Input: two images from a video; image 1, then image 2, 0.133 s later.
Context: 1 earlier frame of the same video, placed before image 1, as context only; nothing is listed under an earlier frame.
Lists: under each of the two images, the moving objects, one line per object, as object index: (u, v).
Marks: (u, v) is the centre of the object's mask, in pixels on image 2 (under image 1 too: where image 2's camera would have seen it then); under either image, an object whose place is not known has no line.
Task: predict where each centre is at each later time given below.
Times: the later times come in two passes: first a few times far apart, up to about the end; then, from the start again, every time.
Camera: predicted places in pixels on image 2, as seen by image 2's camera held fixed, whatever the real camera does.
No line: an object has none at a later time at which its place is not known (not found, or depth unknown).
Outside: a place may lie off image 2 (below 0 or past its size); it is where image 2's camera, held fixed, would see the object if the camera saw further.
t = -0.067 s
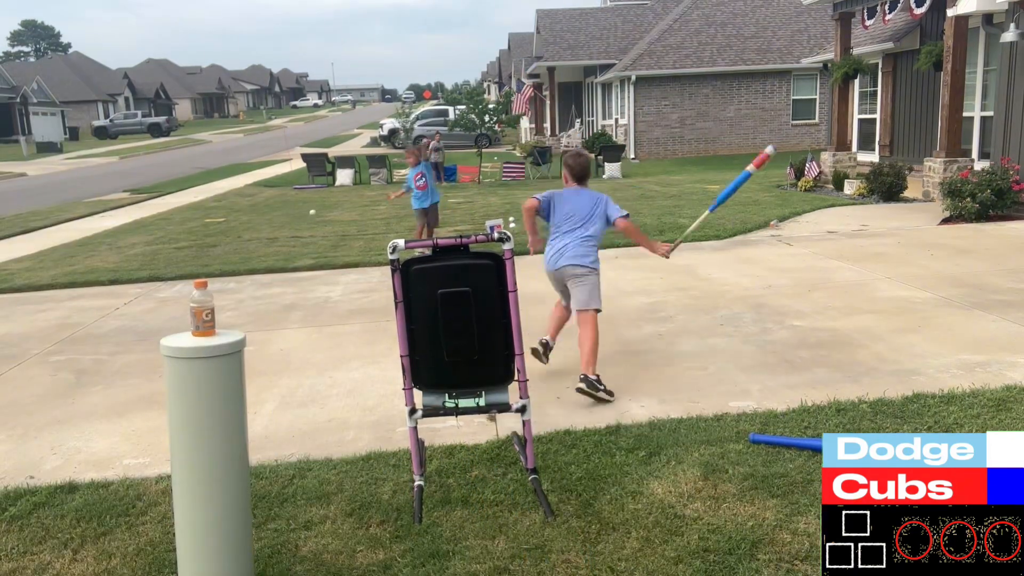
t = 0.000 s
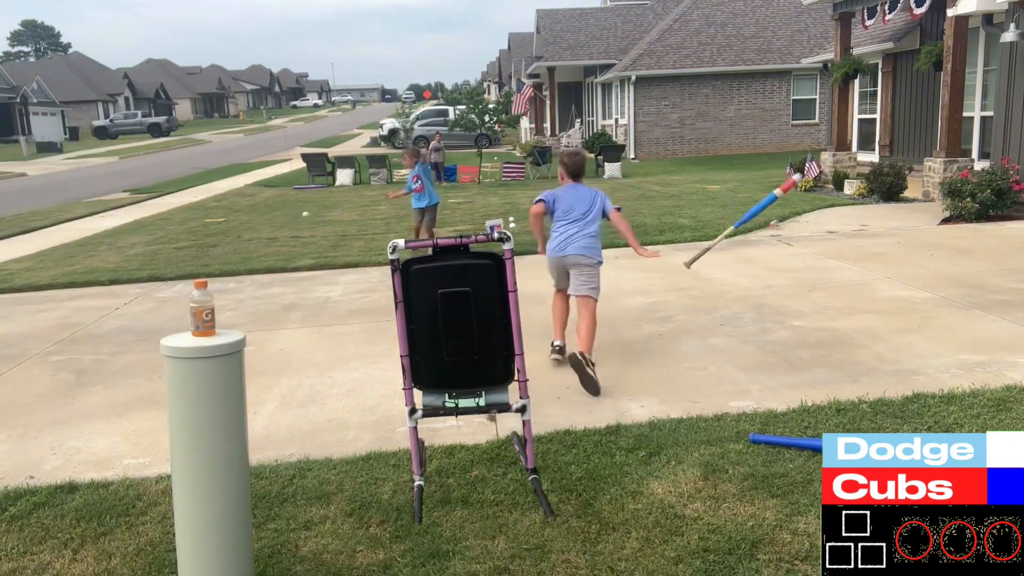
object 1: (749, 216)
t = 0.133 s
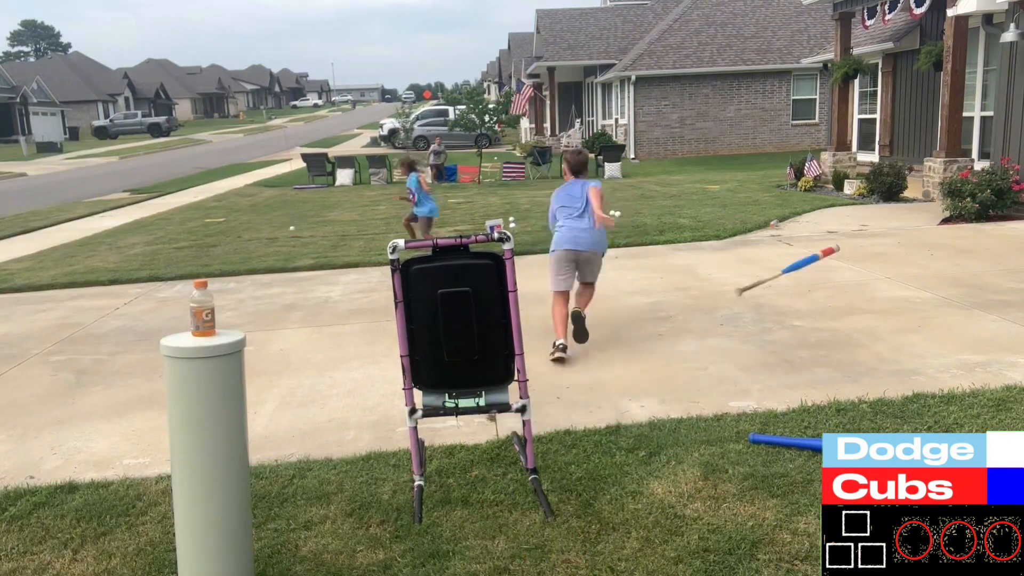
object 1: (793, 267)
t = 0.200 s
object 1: (814, 298)
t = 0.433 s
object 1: (836, 292)
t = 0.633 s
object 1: (839, 288)
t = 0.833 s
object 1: (831, 290)
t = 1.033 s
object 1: (822, 289)
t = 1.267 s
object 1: (811, 288)
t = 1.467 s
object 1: (803, 288)
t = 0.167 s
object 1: (803, 282)
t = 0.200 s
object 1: (814, 298)
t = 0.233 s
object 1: (820, 309)
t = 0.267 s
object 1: (822, 301)
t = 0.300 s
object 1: (826, 296)
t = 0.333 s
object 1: (829, 293)
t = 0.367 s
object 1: (830, 291)
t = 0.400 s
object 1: (834, 291)
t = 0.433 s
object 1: (836, 292)
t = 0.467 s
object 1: (839, 293)
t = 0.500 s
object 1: (839, 294)
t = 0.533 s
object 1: (840, 290)
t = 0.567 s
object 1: (839, 288)
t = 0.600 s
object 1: (839, 288)
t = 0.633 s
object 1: (839, 288)
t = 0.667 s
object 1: (838, 291)
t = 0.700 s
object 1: (837, 290)
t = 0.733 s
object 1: (836, 288)
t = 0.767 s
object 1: (834, 289)
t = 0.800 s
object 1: (832, 290)
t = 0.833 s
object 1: (831, 290)
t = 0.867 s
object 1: (829, 290)
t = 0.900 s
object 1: (828, 289)
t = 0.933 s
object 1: (826, 290)
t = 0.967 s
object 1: (825, 289)
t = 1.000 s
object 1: (823, 289)
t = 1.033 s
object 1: (822, 289)
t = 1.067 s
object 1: (820, 289)
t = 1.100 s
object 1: (818, 289)
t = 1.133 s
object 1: (817, 289)
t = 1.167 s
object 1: (815, 289)
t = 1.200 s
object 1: (814, 289)
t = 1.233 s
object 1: (813, 289)
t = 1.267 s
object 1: (811, 288)
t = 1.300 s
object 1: (810, 289)
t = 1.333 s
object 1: (808, 288)
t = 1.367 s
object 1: (807, 288)
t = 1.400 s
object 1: (805, 288)
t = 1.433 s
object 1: (804, 288)
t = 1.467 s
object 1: (803, 288)
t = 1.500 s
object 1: (801, 288)
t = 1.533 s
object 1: (800, 288)
